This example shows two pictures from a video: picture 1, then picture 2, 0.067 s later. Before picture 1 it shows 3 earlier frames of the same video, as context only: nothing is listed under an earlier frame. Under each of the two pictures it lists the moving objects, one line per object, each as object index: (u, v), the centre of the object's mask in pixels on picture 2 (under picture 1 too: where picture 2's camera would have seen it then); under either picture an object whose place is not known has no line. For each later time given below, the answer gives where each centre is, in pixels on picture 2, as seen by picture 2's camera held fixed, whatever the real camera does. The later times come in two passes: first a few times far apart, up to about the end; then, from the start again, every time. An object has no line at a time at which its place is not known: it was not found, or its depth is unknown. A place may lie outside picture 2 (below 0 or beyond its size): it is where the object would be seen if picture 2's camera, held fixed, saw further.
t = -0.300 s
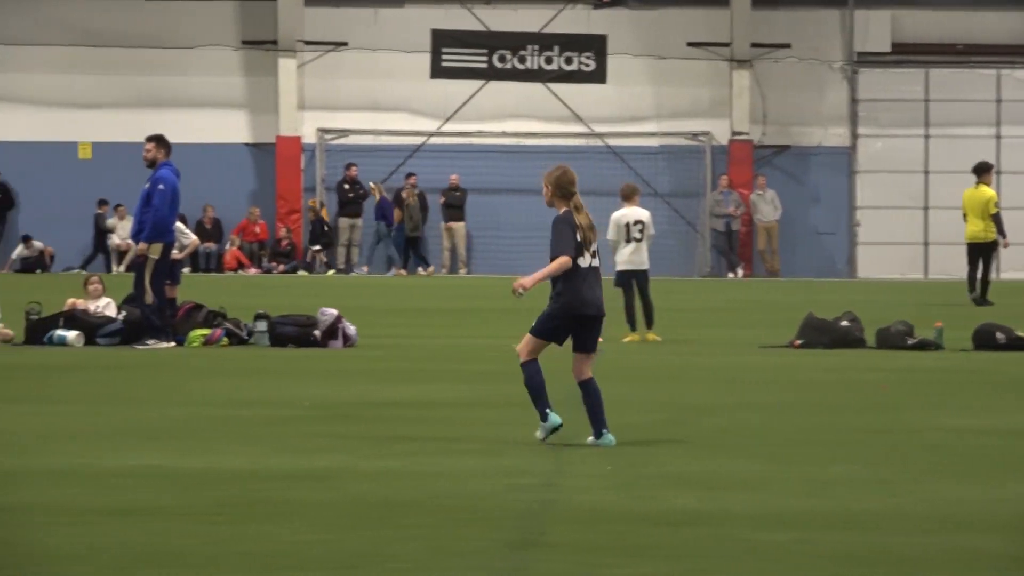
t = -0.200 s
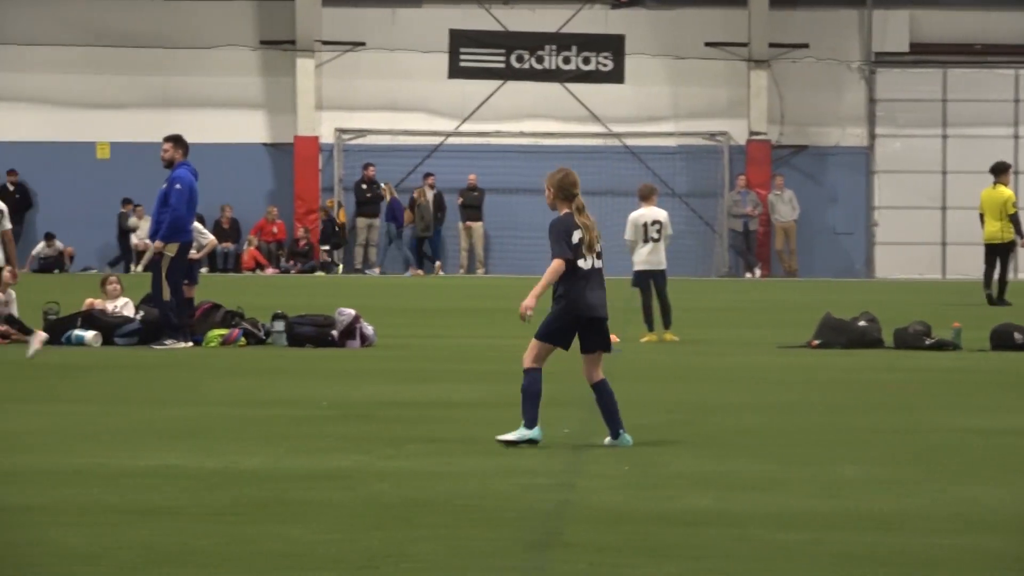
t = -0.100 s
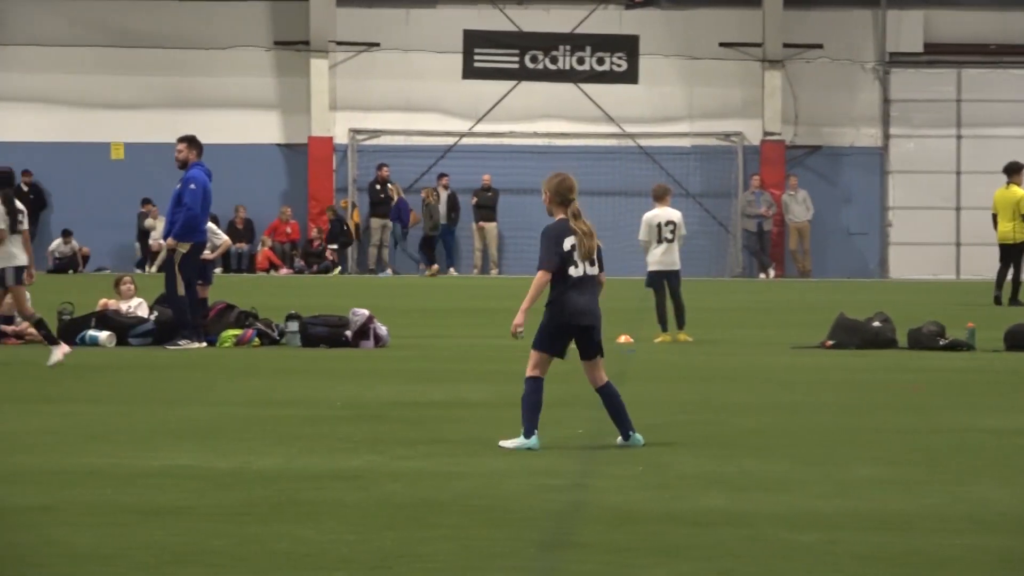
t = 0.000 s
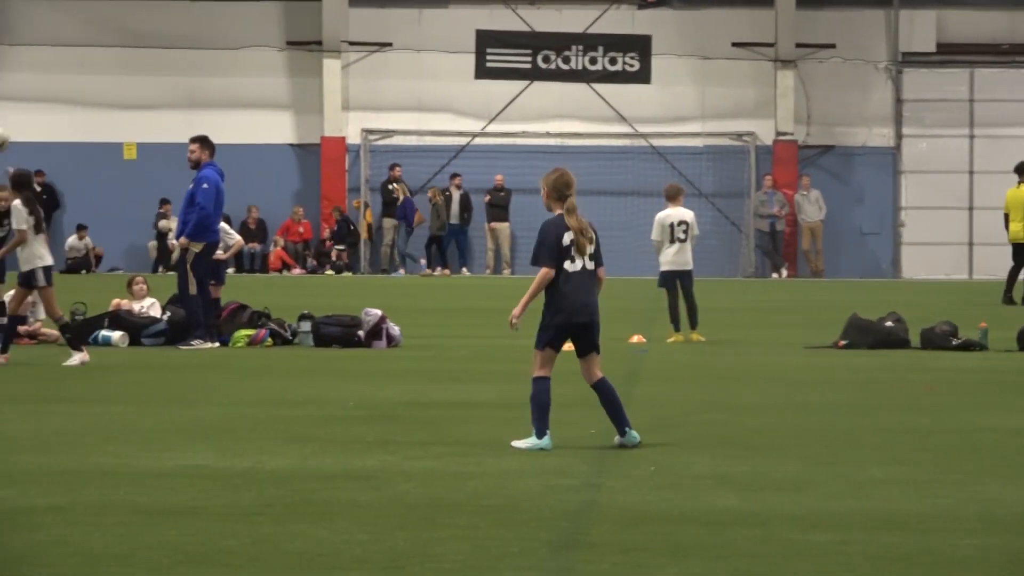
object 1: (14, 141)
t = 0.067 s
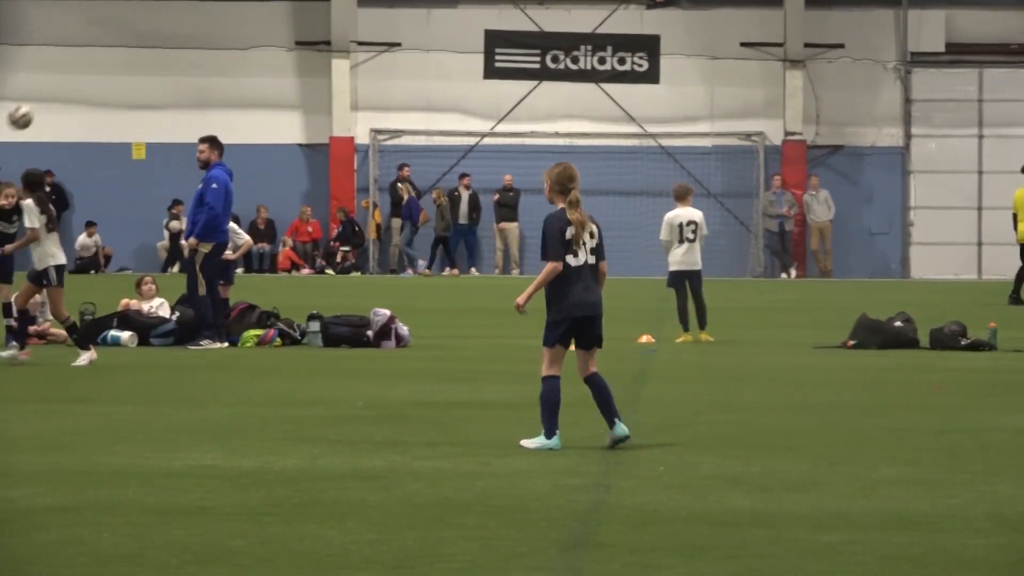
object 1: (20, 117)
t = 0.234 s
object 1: (54, 82)
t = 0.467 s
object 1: (102, 92)
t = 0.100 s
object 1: (27, 107)
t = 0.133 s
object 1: (33, 99)
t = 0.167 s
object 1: (40, 92)
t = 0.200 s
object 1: (47, 87)
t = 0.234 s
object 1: (54, 82)
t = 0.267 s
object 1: (60, 79)
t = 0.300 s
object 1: (67, 77)
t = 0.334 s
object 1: (73, 77)
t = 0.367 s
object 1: (80, 78)
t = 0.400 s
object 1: (87, 81)
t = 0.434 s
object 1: (95, 86)
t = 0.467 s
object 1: (102, 92)
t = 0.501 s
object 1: (109, 100)
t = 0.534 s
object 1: (117, 110)
